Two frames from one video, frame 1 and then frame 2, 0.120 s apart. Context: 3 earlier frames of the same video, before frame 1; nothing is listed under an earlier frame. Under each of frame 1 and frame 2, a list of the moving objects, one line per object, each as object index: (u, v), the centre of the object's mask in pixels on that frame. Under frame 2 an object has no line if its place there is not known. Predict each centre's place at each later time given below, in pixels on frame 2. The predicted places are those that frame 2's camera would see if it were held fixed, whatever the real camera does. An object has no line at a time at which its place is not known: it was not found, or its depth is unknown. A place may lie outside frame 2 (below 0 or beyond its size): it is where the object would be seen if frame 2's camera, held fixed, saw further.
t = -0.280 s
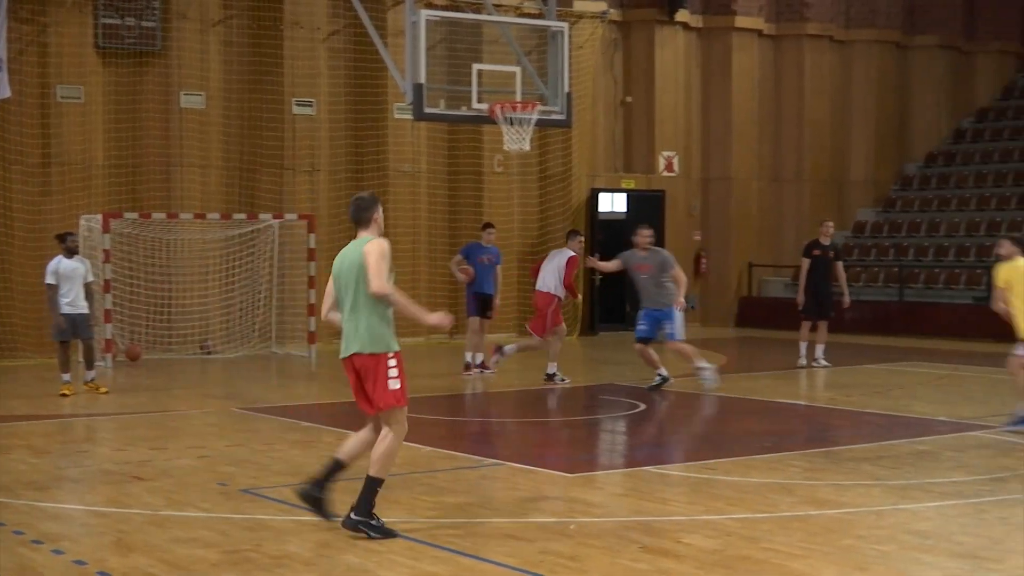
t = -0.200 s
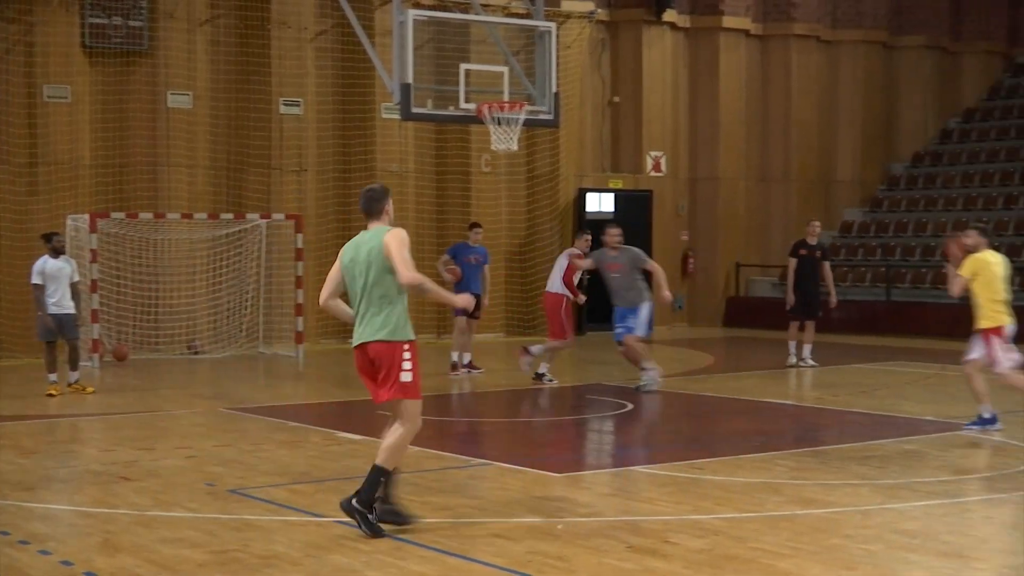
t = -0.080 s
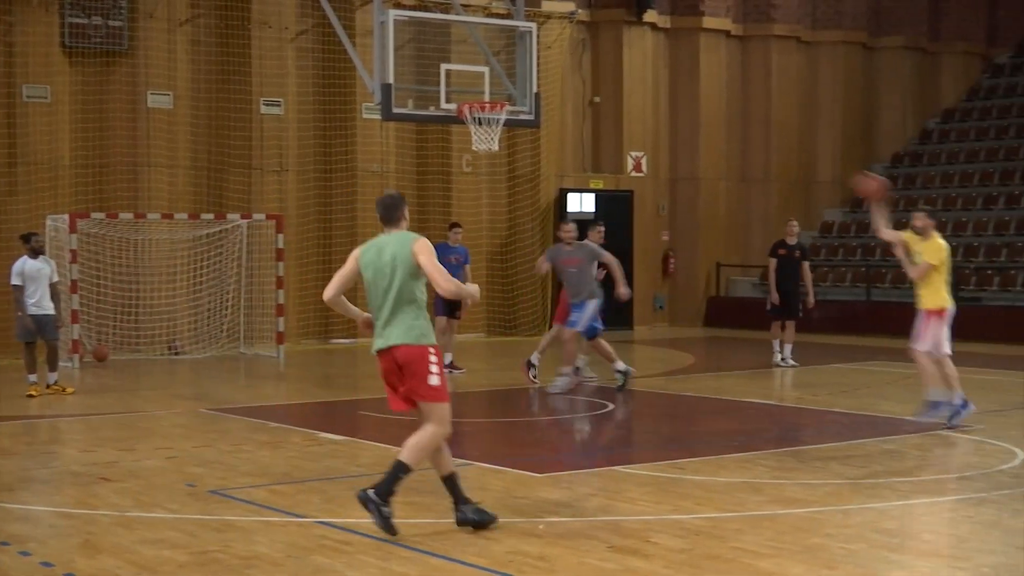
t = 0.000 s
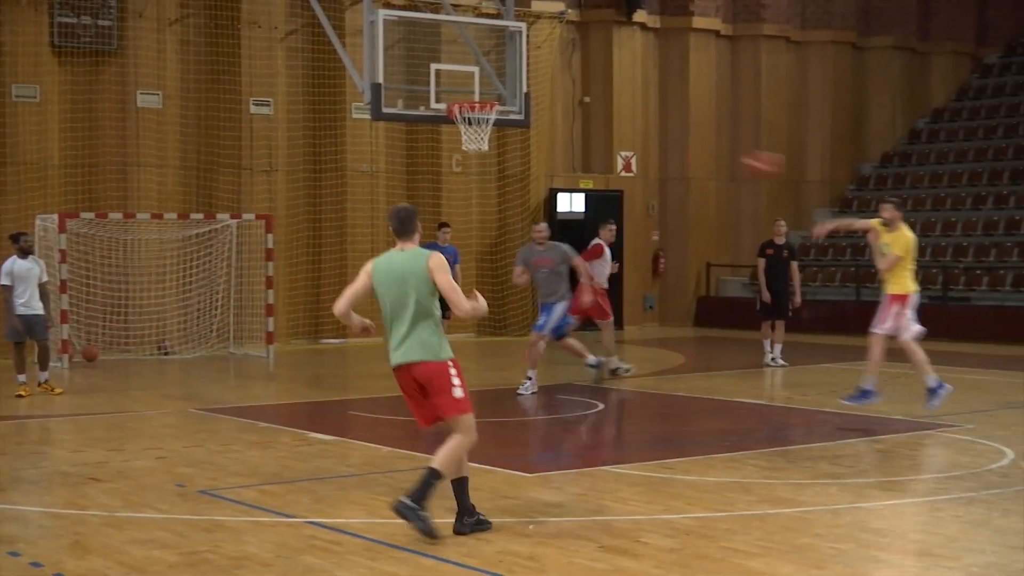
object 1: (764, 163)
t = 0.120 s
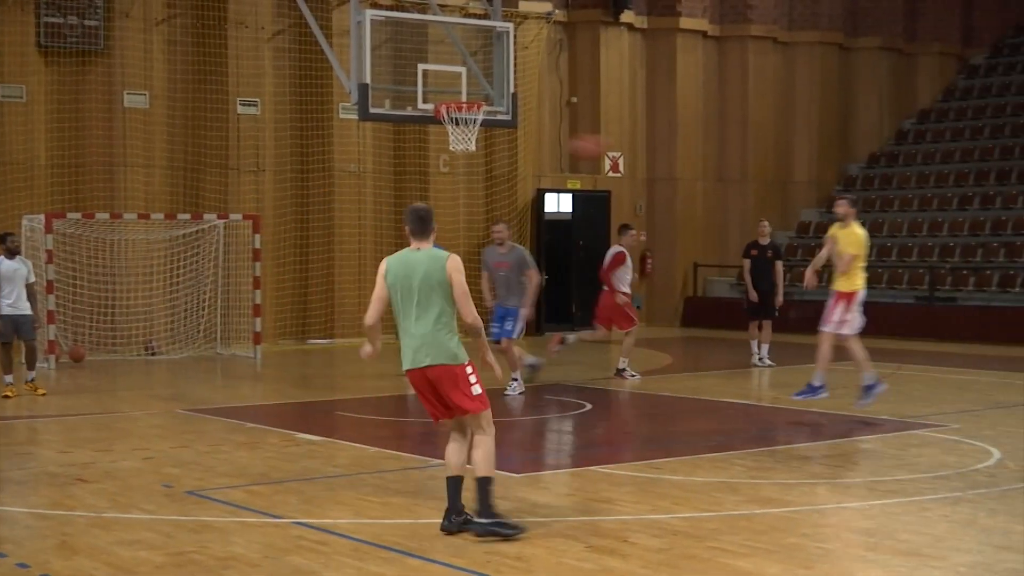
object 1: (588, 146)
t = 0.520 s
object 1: (-1, 189)
